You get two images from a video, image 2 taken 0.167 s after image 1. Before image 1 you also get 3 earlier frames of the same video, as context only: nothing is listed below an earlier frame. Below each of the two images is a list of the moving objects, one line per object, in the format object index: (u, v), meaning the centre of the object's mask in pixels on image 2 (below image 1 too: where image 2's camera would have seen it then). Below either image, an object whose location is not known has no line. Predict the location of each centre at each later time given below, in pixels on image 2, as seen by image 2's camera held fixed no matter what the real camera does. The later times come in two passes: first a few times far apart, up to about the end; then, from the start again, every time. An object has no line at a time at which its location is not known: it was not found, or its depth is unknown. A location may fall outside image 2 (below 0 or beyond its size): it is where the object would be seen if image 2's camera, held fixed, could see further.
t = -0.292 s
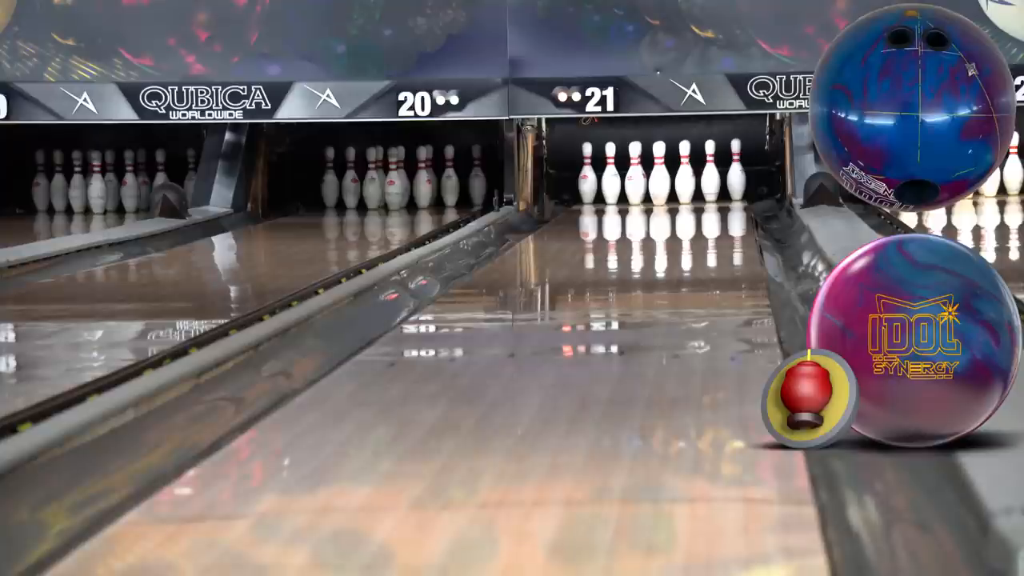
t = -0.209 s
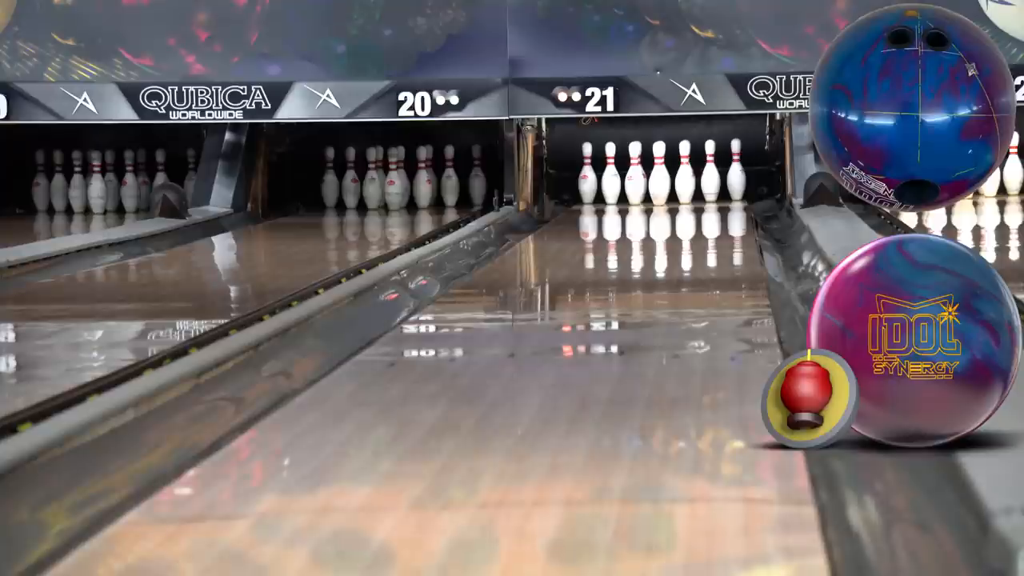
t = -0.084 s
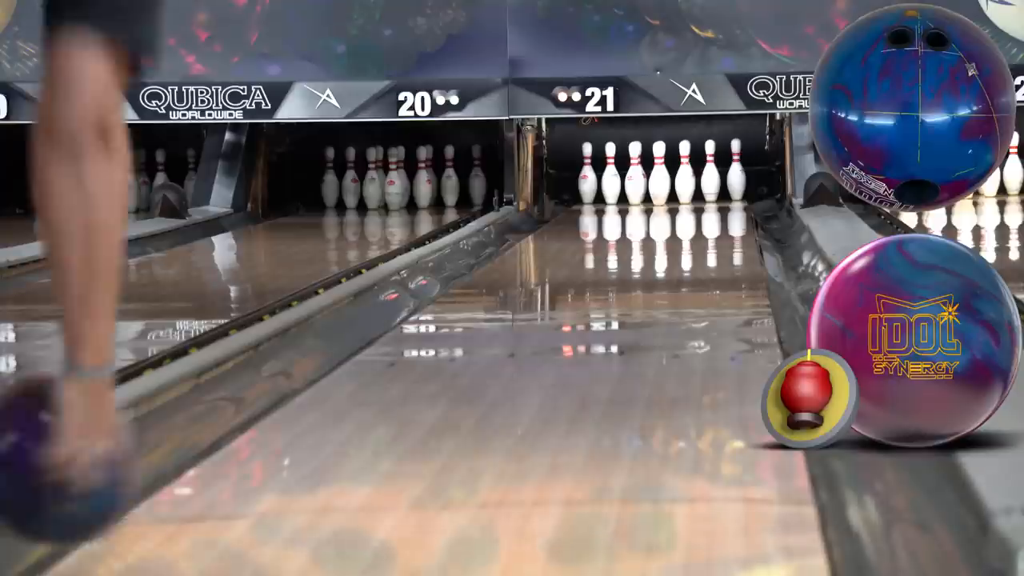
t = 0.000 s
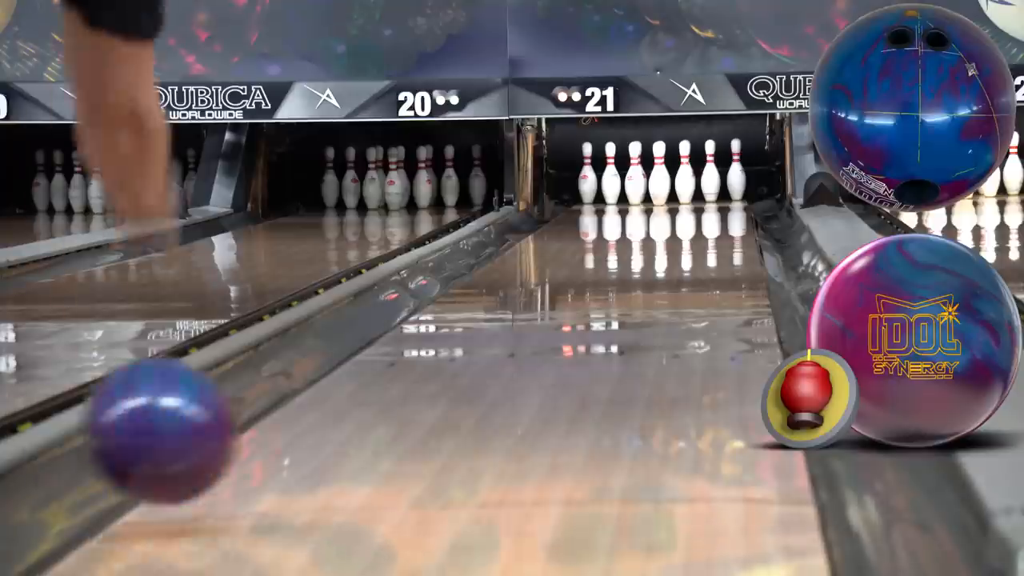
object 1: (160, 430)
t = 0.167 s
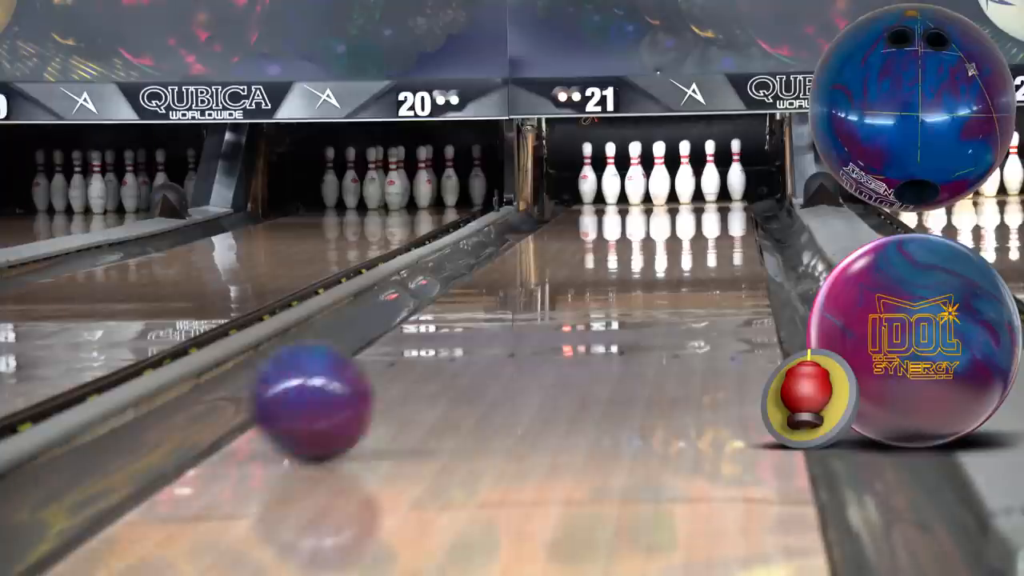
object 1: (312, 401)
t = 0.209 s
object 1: (342, 389)
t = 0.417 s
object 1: (454, 339)
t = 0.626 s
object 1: (533, 304)
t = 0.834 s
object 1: (591, 277)
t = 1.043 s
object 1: (634, 255)
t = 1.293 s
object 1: (673, 236)
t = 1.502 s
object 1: (698, 224)
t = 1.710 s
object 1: (715, 214)
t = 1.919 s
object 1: (723, 206)
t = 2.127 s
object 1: (716, 199)
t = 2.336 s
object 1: (697, 193)
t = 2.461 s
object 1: (686, 191)
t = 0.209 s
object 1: (342, 389)
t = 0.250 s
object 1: (367, 377)
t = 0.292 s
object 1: (392, 366)
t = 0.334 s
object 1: (414, 356)
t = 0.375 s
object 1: (435, 347)
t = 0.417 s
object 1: (454, 339)
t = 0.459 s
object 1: (472, 330)
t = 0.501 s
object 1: (489, 324)
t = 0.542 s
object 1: (505, 316)
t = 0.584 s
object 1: (519, 310)
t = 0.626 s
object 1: (533, 304)
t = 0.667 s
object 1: (546, 298)
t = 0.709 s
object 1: (557, 291)
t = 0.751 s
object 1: (570, 286)
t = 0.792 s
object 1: (581, 281)
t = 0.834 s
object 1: (591, 277)
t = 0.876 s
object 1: (600, 272)
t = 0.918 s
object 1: (609, 267)
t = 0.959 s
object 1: (618, 263)
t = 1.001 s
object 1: (626, 259)
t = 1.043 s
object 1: (634, 255)
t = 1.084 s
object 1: (641, 252)
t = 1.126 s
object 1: (648, 248)
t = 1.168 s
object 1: (655, 246)
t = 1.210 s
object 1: (661, 243)
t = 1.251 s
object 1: (667, 239)
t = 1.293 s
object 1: (673, 236)
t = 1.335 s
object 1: (678, 234)
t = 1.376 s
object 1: (683, 231)
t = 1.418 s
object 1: (688, 229)
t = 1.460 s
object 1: (693, 227)
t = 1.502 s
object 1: (698, 224)
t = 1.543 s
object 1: (701, 222)
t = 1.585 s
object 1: (706, 220)
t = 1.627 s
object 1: (709, 217)
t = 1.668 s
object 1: (712, 216)
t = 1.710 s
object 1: (715, 214)
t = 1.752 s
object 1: (718, 212)
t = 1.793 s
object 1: (720, 210)
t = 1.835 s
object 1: (721, 209)
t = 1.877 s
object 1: (723, 207)
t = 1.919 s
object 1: (723, 206)
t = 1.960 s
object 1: (723, 204)
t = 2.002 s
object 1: (722, 203)
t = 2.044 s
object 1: (721, 202)
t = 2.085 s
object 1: (719, 201)
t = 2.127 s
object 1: (716, 199)
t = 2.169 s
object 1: (714, 198)
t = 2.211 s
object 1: (710, 198)
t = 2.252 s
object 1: (705, 196)
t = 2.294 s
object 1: (702, 195)
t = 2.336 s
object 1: (697, 193)
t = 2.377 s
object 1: (694, 193)
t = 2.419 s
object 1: (690, 192)
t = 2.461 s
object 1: (686, 191)
